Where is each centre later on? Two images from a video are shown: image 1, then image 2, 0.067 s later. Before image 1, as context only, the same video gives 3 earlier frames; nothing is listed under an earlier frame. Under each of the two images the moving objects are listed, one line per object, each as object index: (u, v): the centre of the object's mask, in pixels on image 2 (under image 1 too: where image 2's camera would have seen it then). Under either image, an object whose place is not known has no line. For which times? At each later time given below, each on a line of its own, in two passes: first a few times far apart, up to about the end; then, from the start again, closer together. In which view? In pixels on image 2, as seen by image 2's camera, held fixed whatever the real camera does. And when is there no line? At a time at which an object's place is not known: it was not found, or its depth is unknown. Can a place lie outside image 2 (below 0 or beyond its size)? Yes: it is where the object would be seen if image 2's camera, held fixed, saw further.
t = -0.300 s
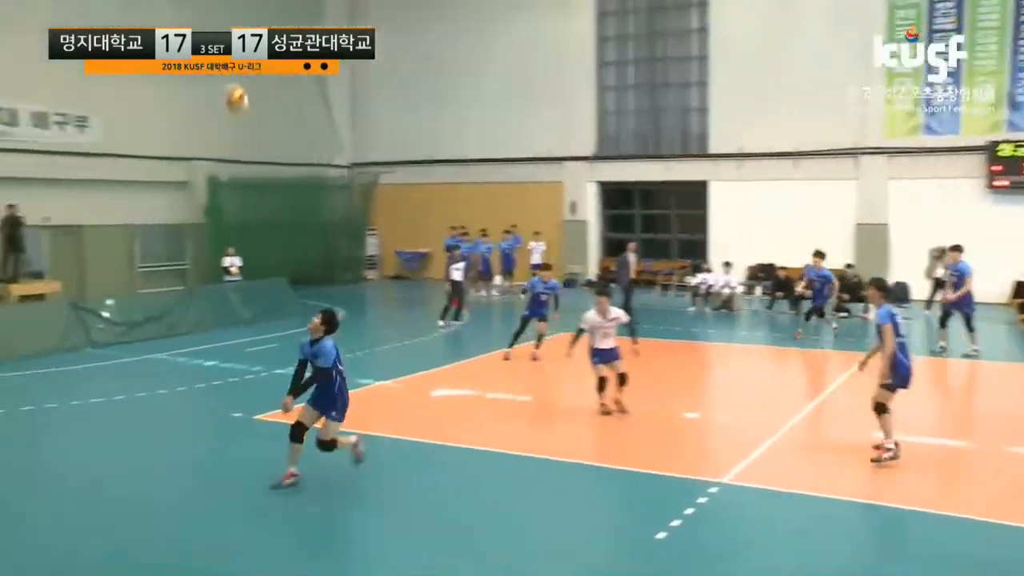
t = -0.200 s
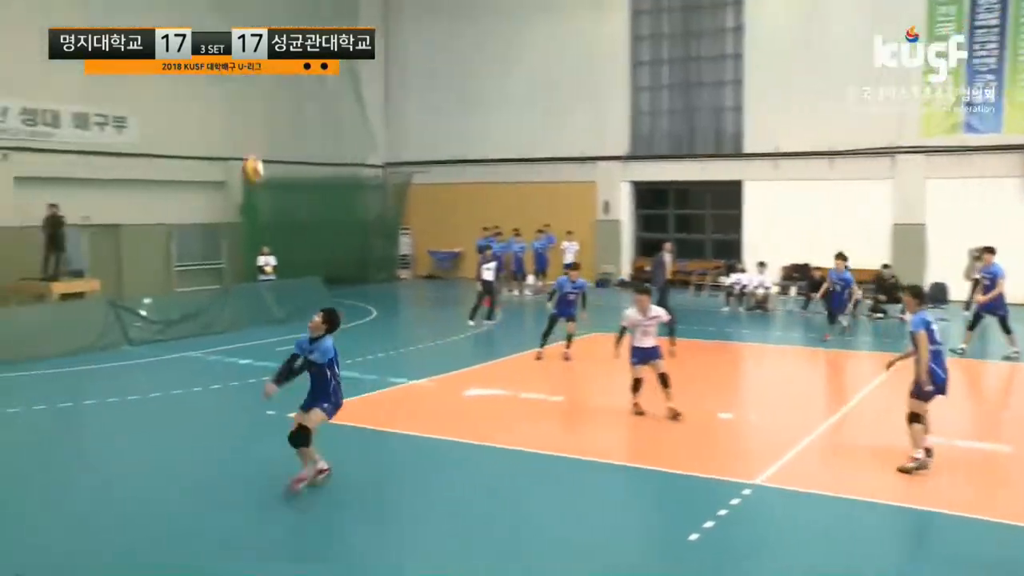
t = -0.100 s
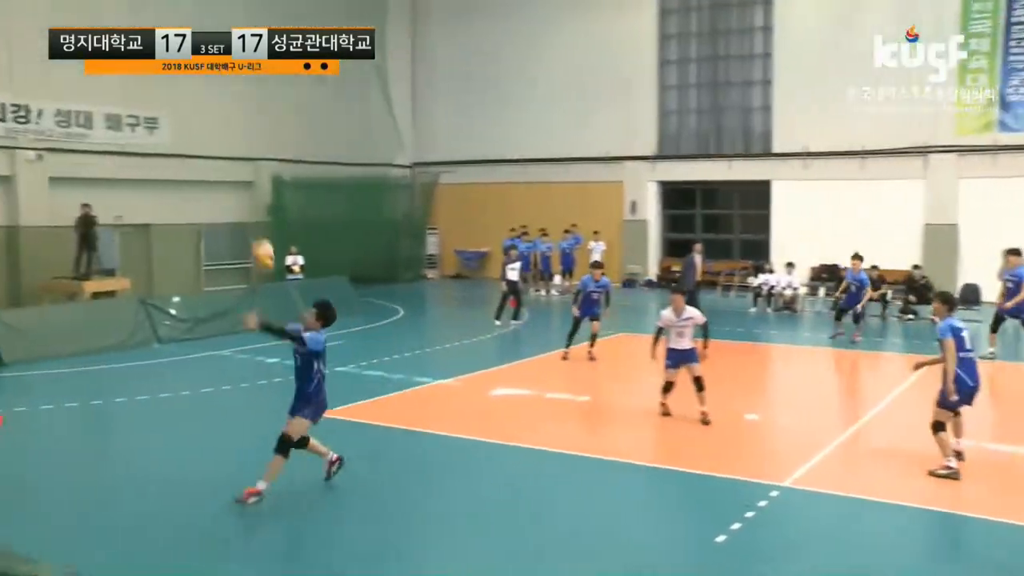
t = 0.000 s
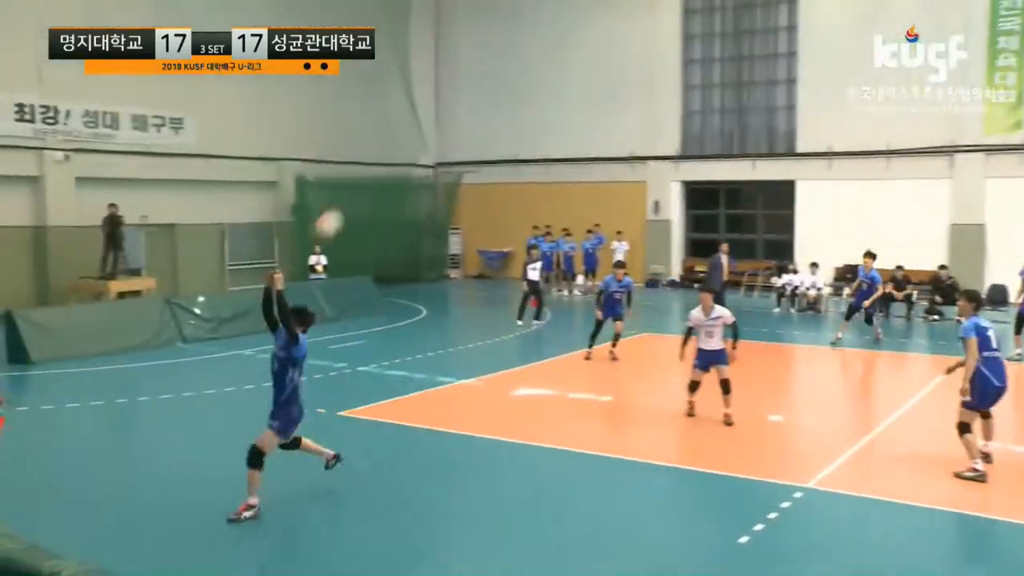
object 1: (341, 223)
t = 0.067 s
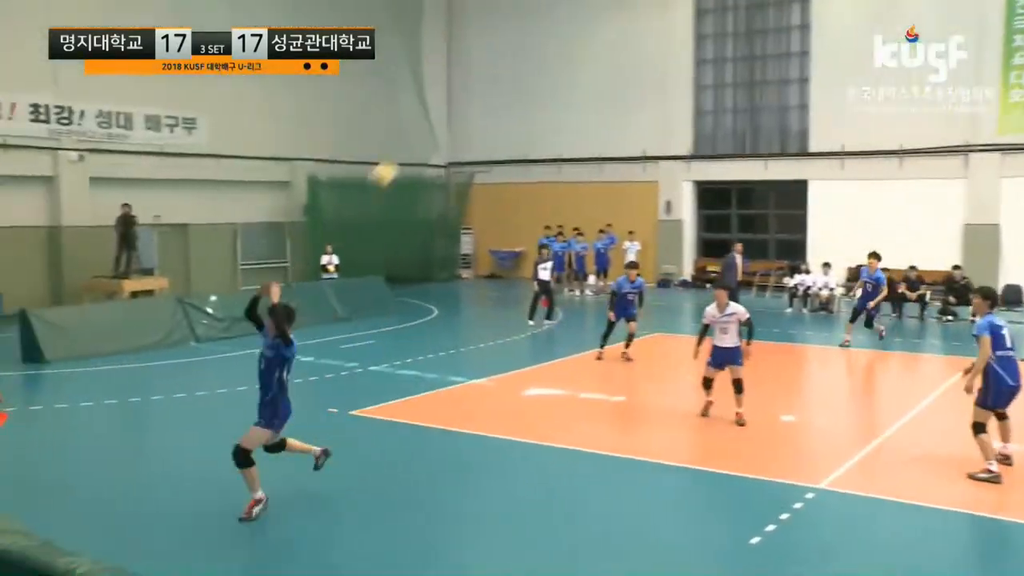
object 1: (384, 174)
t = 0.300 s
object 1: (512, 62)
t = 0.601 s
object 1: (636, 27)
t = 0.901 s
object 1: (724, 65)
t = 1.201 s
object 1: (788, 151)
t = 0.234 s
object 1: (479, 84)
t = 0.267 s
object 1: (496, 73)
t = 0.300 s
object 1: (512, 62)
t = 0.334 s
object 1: (528, 53)
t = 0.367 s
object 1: (543, 46)
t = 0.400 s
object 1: (557, 40)
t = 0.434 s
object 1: (572, 35)
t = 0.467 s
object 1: (586, 31)
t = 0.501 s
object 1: (600, 29)
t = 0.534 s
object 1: (612, 27)
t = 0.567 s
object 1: (625, 28)
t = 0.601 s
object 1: (636, 27)
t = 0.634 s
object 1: (646, 29)
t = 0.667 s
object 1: (658, 31)
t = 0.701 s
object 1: (668, 34)
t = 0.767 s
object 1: (688, 42)
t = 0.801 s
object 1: (698, 46)
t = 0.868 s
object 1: (715, 58)
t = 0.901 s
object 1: (724, 65)
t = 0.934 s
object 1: (732, 73)
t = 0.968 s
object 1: (740, 81)
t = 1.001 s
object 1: (748, 90)
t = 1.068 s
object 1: (763, 109)
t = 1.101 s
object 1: (770, 118)
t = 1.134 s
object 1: (775, 130)
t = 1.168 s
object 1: (782, 142)
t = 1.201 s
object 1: (788, 151)
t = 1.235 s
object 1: (794, 164)
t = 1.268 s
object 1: (800, 178)
